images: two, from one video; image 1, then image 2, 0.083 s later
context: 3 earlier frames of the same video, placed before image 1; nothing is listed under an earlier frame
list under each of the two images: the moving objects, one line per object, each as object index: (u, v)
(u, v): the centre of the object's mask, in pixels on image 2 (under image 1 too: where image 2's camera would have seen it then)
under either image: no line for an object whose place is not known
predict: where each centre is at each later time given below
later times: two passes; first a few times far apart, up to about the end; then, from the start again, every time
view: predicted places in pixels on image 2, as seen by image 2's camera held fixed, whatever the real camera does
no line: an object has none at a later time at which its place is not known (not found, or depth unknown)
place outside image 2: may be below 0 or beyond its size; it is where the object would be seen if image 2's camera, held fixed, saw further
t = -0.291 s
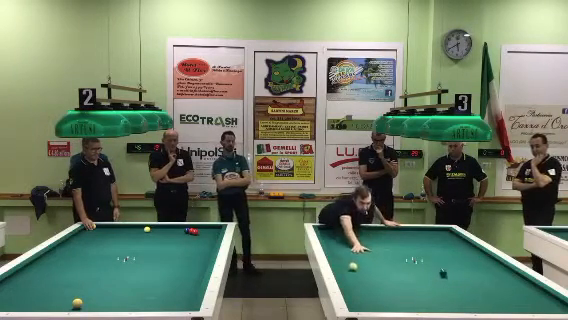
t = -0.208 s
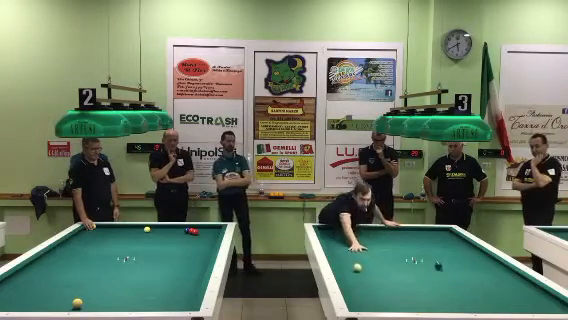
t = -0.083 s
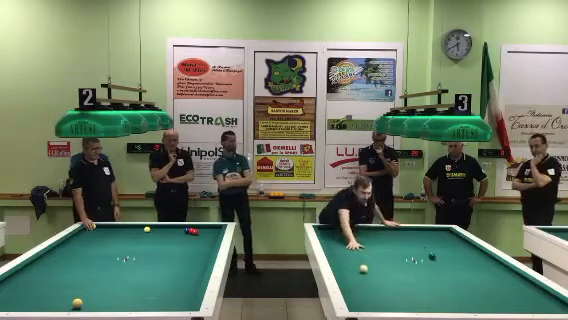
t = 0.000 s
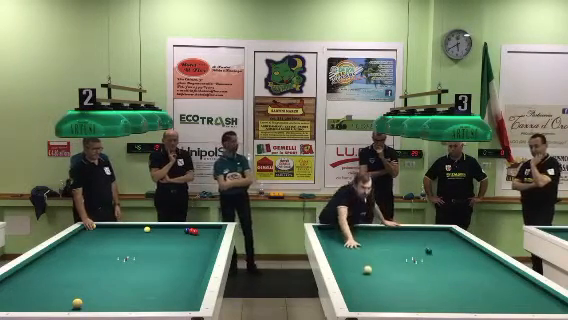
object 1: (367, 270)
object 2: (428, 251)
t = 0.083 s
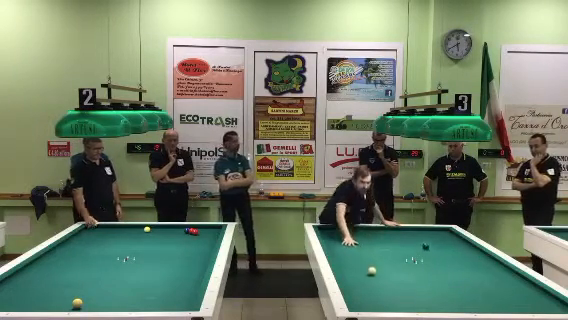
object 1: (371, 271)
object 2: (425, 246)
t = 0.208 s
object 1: (378, 272)
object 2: (422, 242)
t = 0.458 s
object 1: (390, 275)
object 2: (415, 231)
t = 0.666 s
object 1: (401, 277)
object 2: (421, 234)
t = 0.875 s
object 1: (413, 280)
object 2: (430, 242)
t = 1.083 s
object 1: (423, 283)
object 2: (437, 247)
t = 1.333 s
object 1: (436, 285)
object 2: (446, 253)
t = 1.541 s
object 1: (447, 288)
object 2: (455, 261)
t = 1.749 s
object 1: (458, 290)
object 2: (464, 268)
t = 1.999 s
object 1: (471, 293)
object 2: (475, 277)
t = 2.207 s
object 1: (482, 296)
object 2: (486, 286)
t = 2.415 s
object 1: (493, 298)
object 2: (498, 294)
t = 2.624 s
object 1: (498, 303)
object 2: (519, 302)
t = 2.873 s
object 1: (502, 308)
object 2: (544, 308)
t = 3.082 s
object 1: (500, 308)
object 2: (557, 309)
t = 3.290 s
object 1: (495, 306)
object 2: (562, 306)
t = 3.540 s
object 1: (490, 302)
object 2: (561, 304)
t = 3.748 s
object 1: (485, 300)
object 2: (556, 302)
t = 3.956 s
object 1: (480, 297)
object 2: (540, 297)
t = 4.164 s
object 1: (475, 294)
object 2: (532, 294)
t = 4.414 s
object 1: (471, 292)
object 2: (523, 292)
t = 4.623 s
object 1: (467, 289)
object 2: (516, 289)
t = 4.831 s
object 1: (463, 287)
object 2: (508, 287)
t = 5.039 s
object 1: (460, 285)
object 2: (502, 285)
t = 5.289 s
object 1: (456, 282)
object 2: (494, 282)
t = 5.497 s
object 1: (453, 281)
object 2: (489, 281)
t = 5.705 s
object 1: (450, 279)
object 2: (483, 279)
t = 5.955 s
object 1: (447, 277)
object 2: (477, 277)
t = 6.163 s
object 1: (444, 276)
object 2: (472, 275)
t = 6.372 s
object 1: (442, 274)
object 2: (467, 273)
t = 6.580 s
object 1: (440, 273)
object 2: (463, 272)
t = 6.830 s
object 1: (437, 272)
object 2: (457, 271)
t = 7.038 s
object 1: (435, 271)
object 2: (454, 269)
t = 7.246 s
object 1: (433, 269)
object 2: (450, 268)
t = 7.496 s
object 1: (431, 268)
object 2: (446, 267)
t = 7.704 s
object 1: (430, 267)
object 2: (443, 266)
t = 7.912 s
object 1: (428, 266)
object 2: (440, 265)
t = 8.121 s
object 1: (427, 266)
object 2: (437, 264)
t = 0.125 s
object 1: (374, 271)
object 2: (424, 244)
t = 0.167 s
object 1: (376, 272)
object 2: (423, 242)
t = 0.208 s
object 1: (378, 272)
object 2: (422, 242)
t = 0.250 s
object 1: (380, 273)
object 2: (421, 240)
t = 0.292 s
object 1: (382, 273)
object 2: (419, 237)
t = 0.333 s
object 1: (385, 274)
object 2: (418, 235)
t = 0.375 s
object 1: (386, 274)
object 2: (417, 232)
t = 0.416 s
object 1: (388, 275)
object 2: (416, 231)
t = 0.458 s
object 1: (390, 275)
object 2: (415, 231)
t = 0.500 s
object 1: (393, 275)
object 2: (416, 231)
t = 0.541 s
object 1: (395, 276)
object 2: (416, 231)
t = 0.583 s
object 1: (397, 277)
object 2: (418, 232)
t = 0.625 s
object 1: (399, 277)
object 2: (419, 234)
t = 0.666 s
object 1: (401, 277)
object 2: (421, 234)
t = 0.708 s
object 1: (404, 278)
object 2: (421, 235)
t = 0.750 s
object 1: (406, 278)
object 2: (425, 237)
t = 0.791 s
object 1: (408, 279)
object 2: (427, 239)
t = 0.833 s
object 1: (410, 280)
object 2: (428, 240)
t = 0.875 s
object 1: (413, 280)
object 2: (430, 242)
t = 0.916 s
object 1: (414, 280)
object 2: (431, 242)
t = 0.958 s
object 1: (417, 281)
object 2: (432, 243)
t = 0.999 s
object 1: (419, 282)
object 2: (433, 244)
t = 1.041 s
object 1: (421, 282)
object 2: (435, 246)
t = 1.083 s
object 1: (423, 283)
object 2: (437, 247)
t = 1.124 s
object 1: (425, 283)
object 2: (438, 248)
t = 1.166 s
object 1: (428, 284)
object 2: (440, 249)
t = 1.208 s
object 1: (430, 284)
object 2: (442, 251)
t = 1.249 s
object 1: (432, 285)
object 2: (443, 252)
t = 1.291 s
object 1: (434, 285)
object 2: (444, 253)
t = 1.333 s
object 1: (436, 285)
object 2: (446, 253)
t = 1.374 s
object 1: (439, 286)
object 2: (447, 255)
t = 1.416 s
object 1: (441, 286)
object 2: (449, 256)
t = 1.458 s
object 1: (443, 287)
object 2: (451, 259)
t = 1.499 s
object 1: (445, 287)
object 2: (453, 259)
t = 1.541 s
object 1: (447, 288)
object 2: (455, 261)
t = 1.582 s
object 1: (449, 288)
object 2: (456, 263)
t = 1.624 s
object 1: (452, 289)
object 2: (458, 263)
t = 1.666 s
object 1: (454, 289)
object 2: (460, 265)
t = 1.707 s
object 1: (456, 290)
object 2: (462, 266)
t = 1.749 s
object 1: (458, 290)
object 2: (464, 268)
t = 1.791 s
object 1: (460, 291)
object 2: (465, 269)
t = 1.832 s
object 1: (463, 291)
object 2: (467, 271)
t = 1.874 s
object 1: (465, 292)
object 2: (469, 272)
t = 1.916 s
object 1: (467, 292)
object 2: (471, 274)
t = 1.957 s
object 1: (469, 293)
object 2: (473, 276)
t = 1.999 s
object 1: (471, 293)
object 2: (475, 277)
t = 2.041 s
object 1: (474, 294)
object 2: (477, 279)
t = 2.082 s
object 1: (476, 294)
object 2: (479, 281)
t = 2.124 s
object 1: (478, 294)
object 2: (481, 282)
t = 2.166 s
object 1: (480, 295)
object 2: (483, 284)
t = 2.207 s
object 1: (482, 296)
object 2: (486, 286)
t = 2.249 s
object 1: (485, 296)
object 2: (488, 287)
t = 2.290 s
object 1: (487, 297)
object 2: (491, 289)
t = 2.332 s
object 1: (489, 297)
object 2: (494, 291)
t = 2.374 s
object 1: (491, 297)
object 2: (496, 293)
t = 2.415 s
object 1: (493, 298)
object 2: (498, 294)
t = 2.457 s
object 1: (495, 299)
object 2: (500, 295)
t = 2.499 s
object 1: (496, 300)
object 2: (503, 297)
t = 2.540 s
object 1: (496, 300)
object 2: (509, 299)
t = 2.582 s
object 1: (496, 301)
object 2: (514, 301)
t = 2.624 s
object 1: (498, 303)
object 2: (519, 302)
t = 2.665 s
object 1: (499, 304)
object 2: (522, 303)
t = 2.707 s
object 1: (499, 305)
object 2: (527, 304)
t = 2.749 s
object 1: (500, 306)
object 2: (532, 306)
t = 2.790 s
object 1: (501, 307)
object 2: (536, 306)
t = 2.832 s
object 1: (502, 307)
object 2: (540, 307)
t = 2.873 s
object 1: (502, 308)
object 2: (544, 308)
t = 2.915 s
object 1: (503, 309)
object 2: (548, 309)
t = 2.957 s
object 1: (503, 309)
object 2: (553, 310)
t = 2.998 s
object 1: (502, 309)
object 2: (556, 309)
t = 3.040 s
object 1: (501, 308)
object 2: (557, 309)
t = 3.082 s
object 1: (500, 308)
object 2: (557, 309)
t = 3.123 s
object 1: (499, 307)
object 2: (558, 308)
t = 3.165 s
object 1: (498, 307)
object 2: (558, 308)
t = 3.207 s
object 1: (497, 307)
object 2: (559, 308)
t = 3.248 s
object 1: (496, 306)
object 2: (560, 307)
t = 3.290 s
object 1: (495, 306)
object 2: (562, 306)
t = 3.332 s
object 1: (494, 305)
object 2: (563, 307)
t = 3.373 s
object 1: (493, 305)
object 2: (563, 306)
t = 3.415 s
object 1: (492, 304)
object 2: (563, 305)
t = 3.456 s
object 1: (491, 304)
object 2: (562, 305)
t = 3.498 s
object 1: (491, 303)
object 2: (562, 304)
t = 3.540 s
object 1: (490, 302)
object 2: (561, 304)
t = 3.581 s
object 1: (488, 302)
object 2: (560, 304)
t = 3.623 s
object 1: (487, 301)
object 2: (559, 304)
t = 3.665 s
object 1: (487, 301)
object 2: (558, 303)
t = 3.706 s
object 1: (486, 300)
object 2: (557, 302)
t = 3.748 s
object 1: (485, 300)
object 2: (556, 302)
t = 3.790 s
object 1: (484, 299)
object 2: (556, 302)
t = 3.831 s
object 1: (483, 299)
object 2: (554, 301)
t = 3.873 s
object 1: (482, 298)
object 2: (545, 299)
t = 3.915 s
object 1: (481, 298)
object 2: (542, 298)
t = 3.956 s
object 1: (480, 297)
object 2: (540, 297)
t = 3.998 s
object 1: (479, 296)
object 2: (538, 297)
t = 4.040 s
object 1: (479, 296)
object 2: (537, 296)
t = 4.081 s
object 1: (478, 296)
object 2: (535, 295)
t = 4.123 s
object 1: (477, 295)
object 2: (534, 296)
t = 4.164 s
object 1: (475, 294)
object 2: (532, 294)
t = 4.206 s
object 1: (475, 294)
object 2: (530, 294)
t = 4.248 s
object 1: (474, 293)
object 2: (529, 294)
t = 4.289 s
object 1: (473, 293)
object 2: (528, 293)
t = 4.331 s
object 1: (472, 293)
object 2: (526, 293)
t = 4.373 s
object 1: (471, 292)
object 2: (524, 292)
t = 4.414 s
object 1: (471, 292)
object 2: (523, 292)
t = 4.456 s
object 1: (470, 291)
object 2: (521, 291)
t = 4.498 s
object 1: (470, 291)
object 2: (520, 290)
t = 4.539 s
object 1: (468, 290)
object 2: (518, 290)
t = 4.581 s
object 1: (468, 290)
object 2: (517, 290)
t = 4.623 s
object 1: (467, 289)
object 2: (516, 289)
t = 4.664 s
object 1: (466, 289)
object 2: (514, 289)
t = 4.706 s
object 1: (466, 288)
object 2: (513, 288)
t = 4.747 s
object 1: (465, 288)
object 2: (511, 288)
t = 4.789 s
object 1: (464, 288)
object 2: (510, 288)
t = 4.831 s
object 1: (463, 287)
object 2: (508, 287)
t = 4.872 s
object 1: (462, 287)
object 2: (507, 287)
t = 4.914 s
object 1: (462, 286)
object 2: (506, 286)
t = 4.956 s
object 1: (461, 286)
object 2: (504, 286)
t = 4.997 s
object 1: (461, 285)
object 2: (503, 285)
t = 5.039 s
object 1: (460, 285)
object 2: (502, 285)
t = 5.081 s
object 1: (459, 285)
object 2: (501, 284)
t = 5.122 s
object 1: (458, 284)
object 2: (499, 284)
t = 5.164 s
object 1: (458, 284)
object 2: (498, 284)
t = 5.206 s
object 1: (457, 283)
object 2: (497, 283)
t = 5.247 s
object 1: (457, 283)
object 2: (496, 283)
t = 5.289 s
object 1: (456, 282)
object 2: (494, 282)
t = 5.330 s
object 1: (455, 282)
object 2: (493, 282)
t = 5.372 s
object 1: (455, 282)
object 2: (492, 282)
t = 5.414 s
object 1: (454, 282)
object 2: (491, 282)
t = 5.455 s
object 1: (454, 281)
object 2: (490, 281)
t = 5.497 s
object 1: (453, 281)
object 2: (489, 281)
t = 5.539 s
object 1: (452, 280)
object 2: (488, 280)
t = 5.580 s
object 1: (452, 280)
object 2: (486, 280)
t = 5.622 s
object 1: (451, 280)
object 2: (485, 279)
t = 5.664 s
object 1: (451, 279)
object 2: (484, 279)
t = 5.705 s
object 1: (450, 279)
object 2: (483, 279)
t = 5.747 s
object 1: (450, 279)
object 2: (482, 278)
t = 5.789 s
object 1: (449, 278)
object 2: (481, 278)
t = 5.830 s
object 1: (449, 278)
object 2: (480, 278)
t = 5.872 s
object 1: (448, 278)
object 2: (479, 277)
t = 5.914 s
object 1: (447, 277)
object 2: (478, 277)
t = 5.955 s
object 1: (447, 277)
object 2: (477, 277)
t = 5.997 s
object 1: (446, 277)
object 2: (476, 277)
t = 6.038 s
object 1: (446, 277)
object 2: (475, 276)
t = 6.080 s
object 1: (445, 276)
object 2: (474, 276)
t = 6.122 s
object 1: (445, 276)
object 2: (473, 276)
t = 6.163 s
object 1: (444, 276)
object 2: (472, 275)
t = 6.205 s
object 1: (444, 275)
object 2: (471, 275)
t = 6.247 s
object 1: (443, 275)
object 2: (470, 275)
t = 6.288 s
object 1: (443, 275)
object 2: (469, 274)
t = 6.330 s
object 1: (442, 274)
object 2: (468, 274)
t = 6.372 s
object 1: (442, 274)
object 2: (467, 273)
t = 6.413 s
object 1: (442, 274)
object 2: (466, 273)
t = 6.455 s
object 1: (441, 274)
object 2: (465, 273)
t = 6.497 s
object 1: (441, 274)
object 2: (464, 273)
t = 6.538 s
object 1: (440, 273)
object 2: (463, 272)
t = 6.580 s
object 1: (440, 273)
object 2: (463, 272)
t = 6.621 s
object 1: (439, 273)
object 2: (462, 272)
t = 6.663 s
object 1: (439, 272)
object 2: (461, 272)
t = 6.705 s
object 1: (438, 272)
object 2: (460, 271)
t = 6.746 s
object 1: (438, 272)
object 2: (459, 271)
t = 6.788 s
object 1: (438, 272)
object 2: (458, 271)
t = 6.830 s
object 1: (437, 272)
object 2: (457, 271)
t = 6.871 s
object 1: (437, 271)
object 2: (457, 270)
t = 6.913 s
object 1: (437, 271)
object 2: (456, 270)
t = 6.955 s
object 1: (436, 271)
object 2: (455, 270)
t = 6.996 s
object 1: (436, 271)
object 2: (454, 269)
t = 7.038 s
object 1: (435, 271)
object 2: (454, 269)
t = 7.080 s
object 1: (435, 270)
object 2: (453, 269)
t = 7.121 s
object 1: (435, 270)
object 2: (452, 269)
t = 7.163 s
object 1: (434, 270)
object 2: (451, 269)
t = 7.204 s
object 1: (434, 269)
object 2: (451, 268)
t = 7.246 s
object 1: (433, 269)
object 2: (450, 268)
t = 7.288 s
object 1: (433, 269)
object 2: (449, 268)
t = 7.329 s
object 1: (433, 269)
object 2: (449, 268)
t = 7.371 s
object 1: (432, 269)
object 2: (448, 267)
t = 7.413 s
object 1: (432, 269)
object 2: (447, 267)
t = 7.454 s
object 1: (432, 268)
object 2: (447, 267)
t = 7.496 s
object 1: (431, 268)
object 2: (446, 267)
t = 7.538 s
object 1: (431, 268)
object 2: (446, 266)
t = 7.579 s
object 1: (431, 268)
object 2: (445, 266)
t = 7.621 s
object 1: (430, 268)
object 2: (444, 266)
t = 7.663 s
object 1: (430, 267)
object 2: (444, 266)
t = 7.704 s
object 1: (430, 267)
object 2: (443, 266)
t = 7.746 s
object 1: (429, 267)
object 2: (442, 266)
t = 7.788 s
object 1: (429, 267)
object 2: (442, 266)
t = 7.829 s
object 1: (429, 267)
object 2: (441, 265)
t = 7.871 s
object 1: (428, 266)
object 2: (441, 265)
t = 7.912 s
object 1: (428, 266)
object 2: (440, 265)
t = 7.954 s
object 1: (428, 266)
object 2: (439, 265)
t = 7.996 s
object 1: (428, 266)
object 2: (439, 265)
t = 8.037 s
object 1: (427, 266)
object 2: (438, 264)
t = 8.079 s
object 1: (427, 266)
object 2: (438, 264)
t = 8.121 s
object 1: (427, 266)
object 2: (437, 264)
